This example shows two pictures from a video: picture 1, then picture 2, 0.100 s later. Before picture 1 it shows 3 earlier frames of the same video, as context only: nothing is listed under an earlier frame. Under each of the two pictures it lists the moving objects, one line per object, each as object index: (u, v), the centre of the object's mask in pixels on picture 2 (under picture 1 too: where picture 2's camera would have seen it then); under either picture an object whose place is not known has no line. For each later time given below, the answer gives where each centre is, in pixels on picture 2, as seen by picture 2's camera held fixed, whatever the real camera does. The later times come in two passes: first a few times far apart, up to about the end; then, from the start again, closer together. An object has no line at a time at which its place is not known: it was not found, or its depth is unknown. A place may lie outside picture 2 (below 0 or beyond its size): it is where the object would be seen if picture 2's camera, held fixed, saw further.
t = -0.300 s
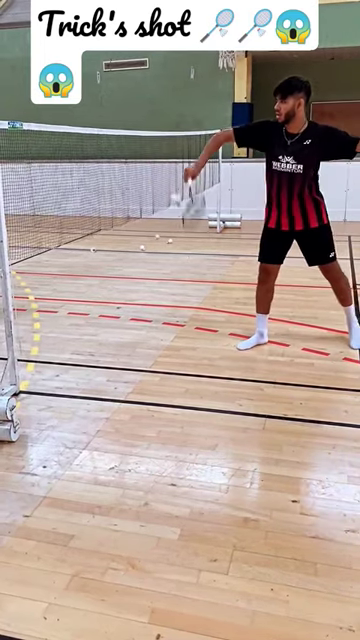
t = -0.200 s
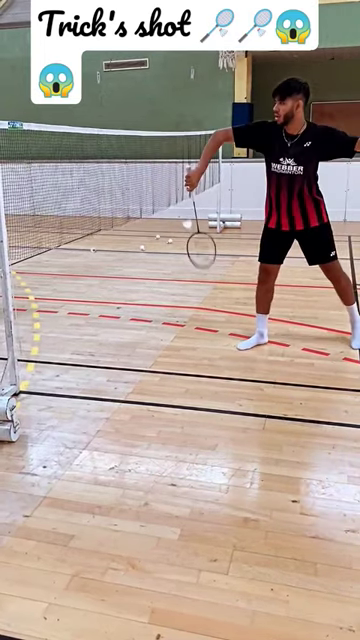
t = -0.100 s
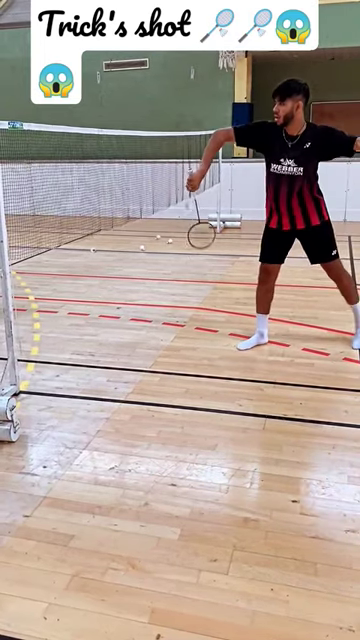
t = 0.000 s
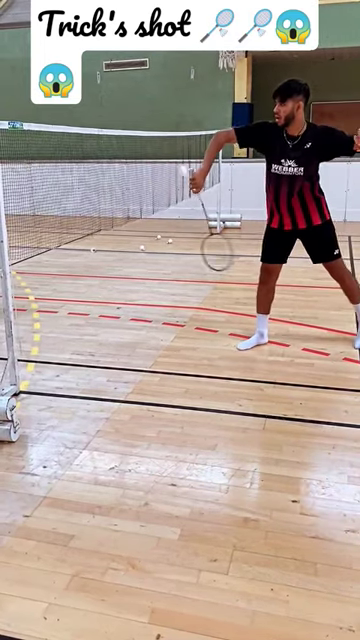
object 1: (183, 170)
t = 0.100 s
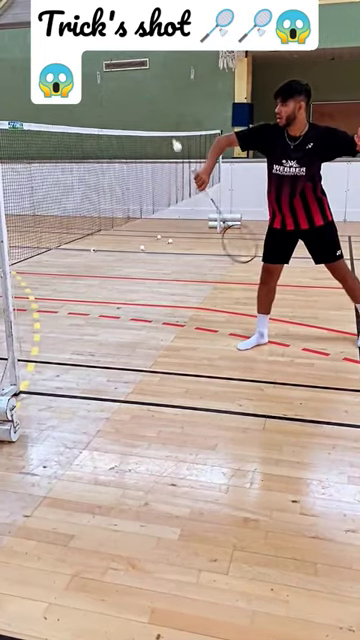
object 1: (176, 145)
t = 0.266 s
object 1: (167, 116)
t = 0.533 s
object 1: (169, 103)
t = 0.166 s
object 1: (169, 128)
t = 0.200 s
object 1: (168, 123)
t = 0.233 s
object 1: (168, 119)
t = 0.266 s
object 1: (167, 116)
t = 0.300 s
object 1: (167, 113)
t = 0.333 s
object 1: (168, 111)
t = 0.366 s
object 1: (168, 109)
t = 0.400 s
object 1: (169, 107)
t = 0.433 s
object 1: (169, 106)
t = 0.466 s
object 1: (169, 105)
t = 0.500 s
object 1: (169, 104)
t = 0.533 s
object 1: (169, 103)
